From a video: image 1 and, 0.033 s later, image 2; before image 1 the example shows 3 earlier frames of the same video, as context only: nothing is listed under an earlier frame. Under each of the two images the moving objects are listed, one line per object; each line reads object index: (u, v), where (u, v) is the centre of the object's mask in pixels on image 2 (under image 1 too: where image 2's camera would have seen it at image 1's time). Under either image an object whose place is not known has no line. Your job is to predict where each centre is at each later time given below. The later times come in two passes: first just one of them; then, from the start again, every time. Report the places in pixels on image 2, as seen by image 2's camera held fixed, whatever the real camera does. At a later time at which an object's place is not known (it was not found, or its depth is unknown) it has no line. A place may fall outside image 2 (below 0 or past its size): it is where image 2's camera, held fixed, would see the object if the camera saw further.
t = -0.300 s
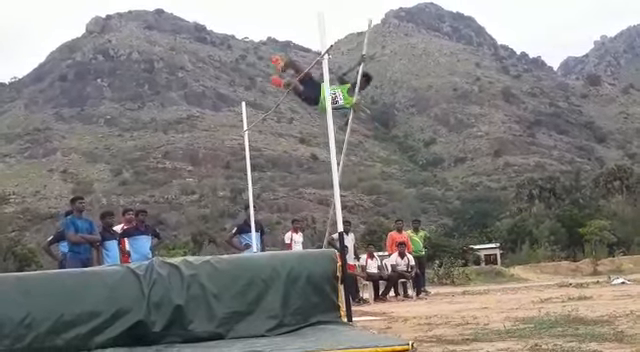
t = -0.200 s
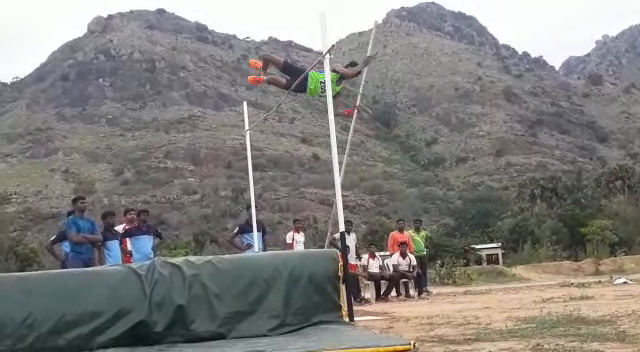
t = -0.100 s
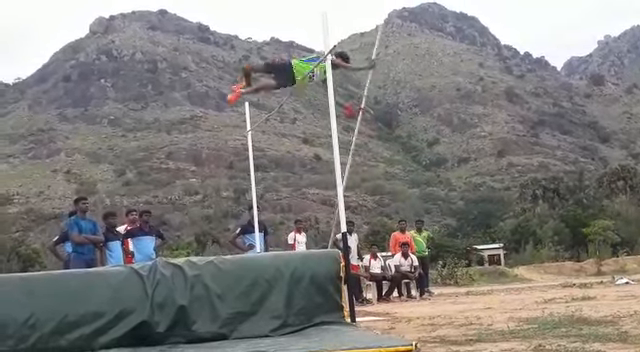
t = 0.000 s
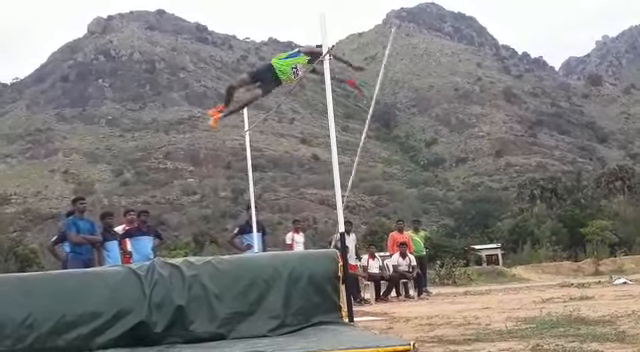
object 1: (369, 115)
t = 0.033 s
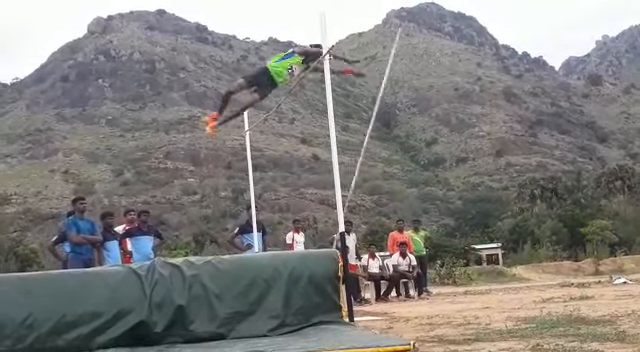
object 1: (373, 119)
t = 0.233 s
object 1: (400, 139)
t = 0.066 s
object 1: (376, 123)
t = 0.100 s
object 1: (380, 126)
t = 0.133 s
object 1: (385, 129)
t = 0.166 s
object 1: (390, 130)
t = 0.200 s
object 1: (395, 135)
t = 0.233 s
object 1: (400, 139)
